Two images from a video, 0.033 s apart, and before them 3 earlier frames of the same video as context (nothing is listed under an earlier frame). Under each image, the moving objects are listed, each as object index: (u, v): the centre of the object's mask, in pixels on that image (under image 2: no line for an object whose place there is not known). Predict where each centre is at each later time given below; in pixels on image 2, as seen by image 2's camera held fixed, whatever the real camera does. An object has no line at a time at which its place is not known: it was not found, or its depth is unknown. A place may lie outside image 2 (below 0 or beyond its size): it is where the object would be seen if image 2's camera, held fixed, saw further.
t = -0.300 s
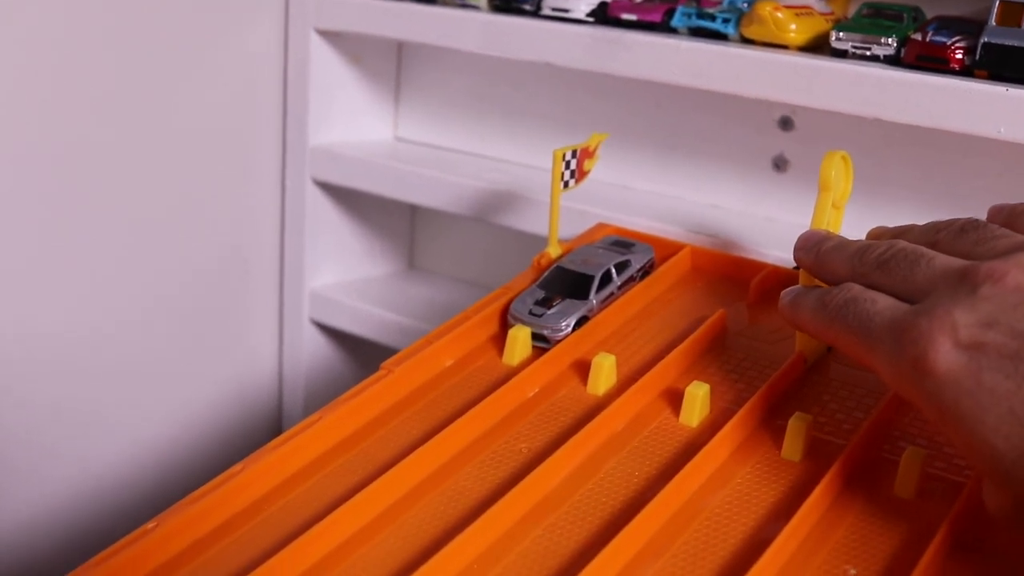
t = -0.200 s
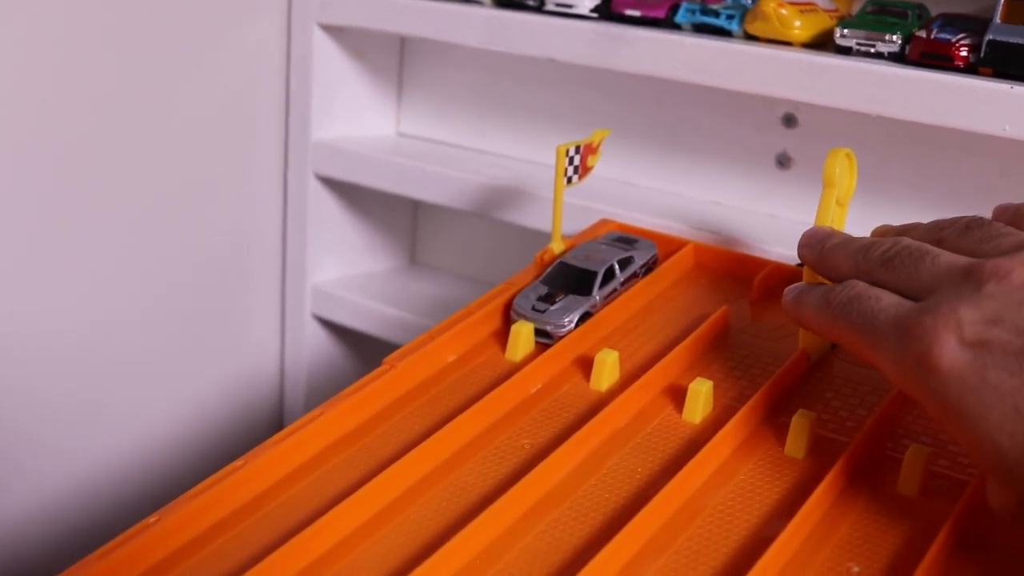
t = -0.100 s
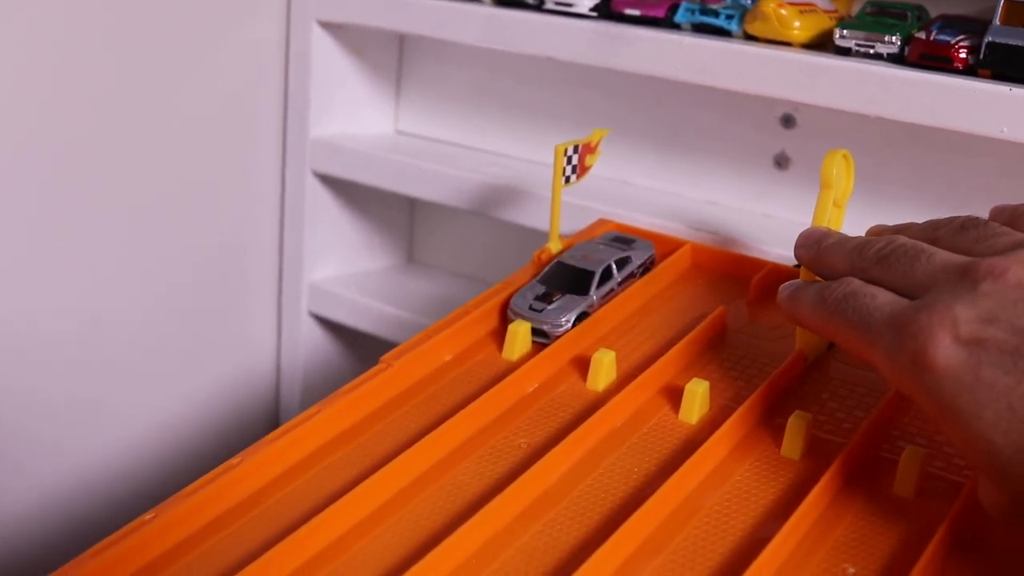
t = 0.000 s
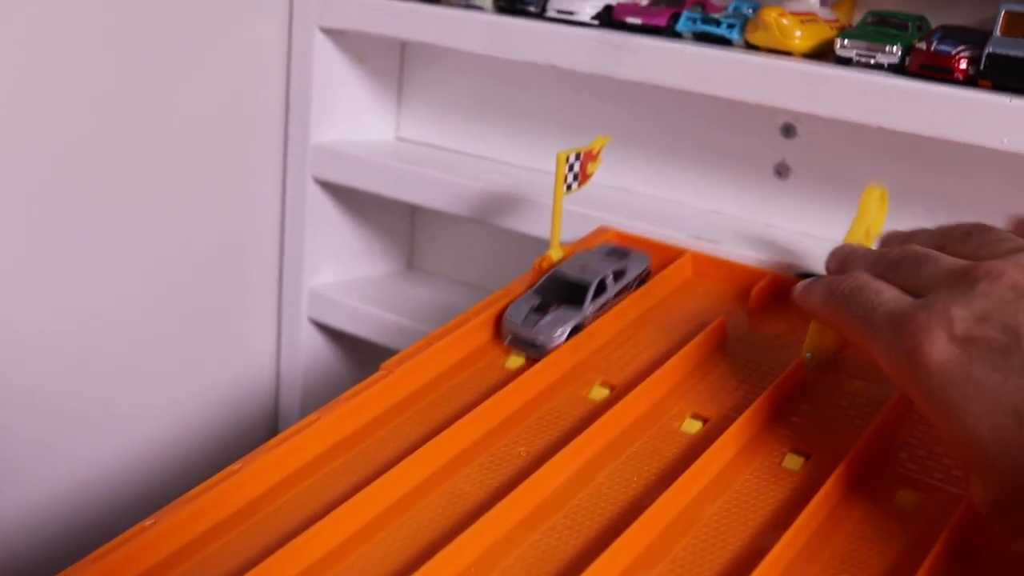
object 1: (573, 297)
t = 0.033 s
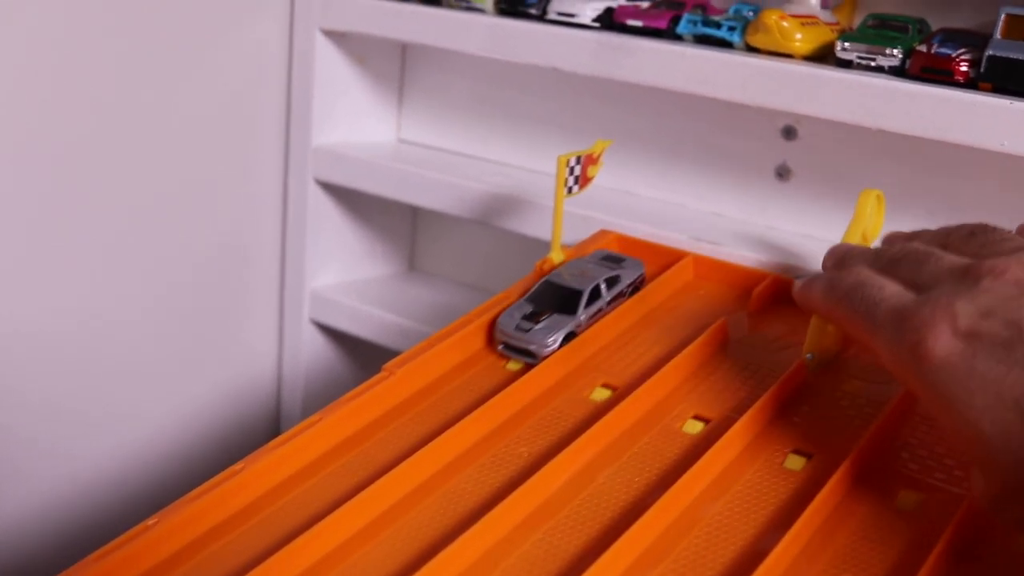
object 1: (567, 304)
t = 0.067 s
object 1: (557, 311)
